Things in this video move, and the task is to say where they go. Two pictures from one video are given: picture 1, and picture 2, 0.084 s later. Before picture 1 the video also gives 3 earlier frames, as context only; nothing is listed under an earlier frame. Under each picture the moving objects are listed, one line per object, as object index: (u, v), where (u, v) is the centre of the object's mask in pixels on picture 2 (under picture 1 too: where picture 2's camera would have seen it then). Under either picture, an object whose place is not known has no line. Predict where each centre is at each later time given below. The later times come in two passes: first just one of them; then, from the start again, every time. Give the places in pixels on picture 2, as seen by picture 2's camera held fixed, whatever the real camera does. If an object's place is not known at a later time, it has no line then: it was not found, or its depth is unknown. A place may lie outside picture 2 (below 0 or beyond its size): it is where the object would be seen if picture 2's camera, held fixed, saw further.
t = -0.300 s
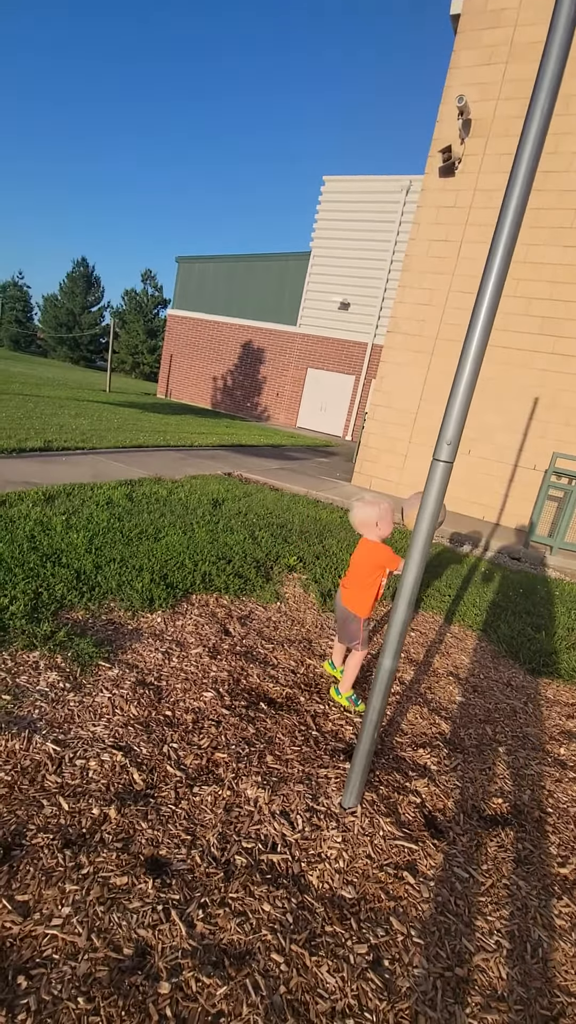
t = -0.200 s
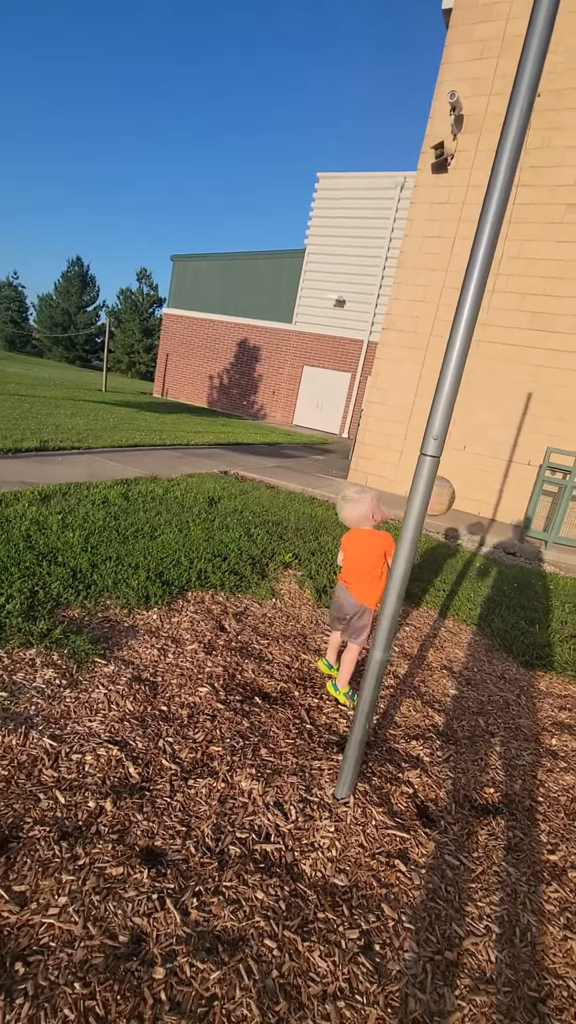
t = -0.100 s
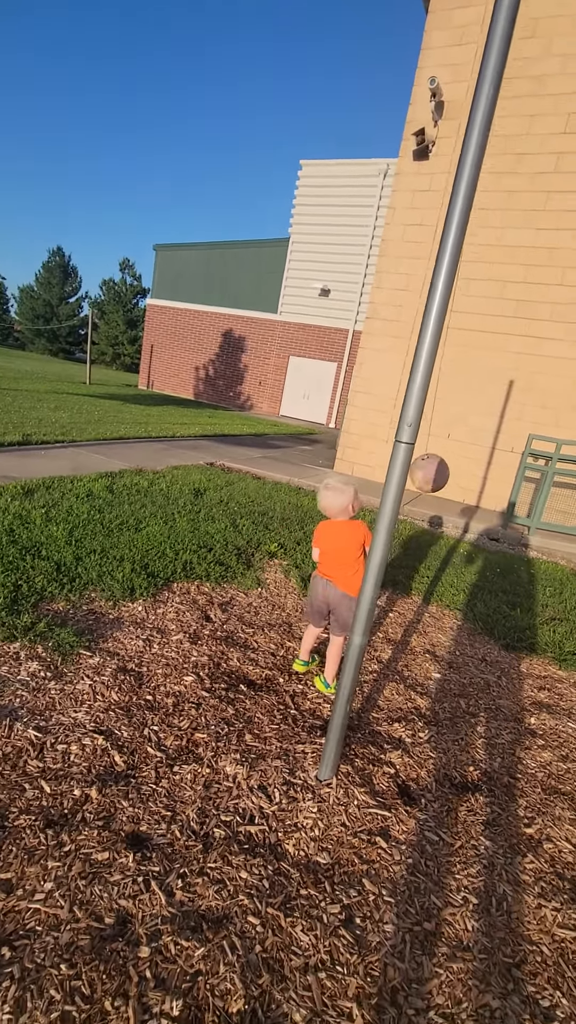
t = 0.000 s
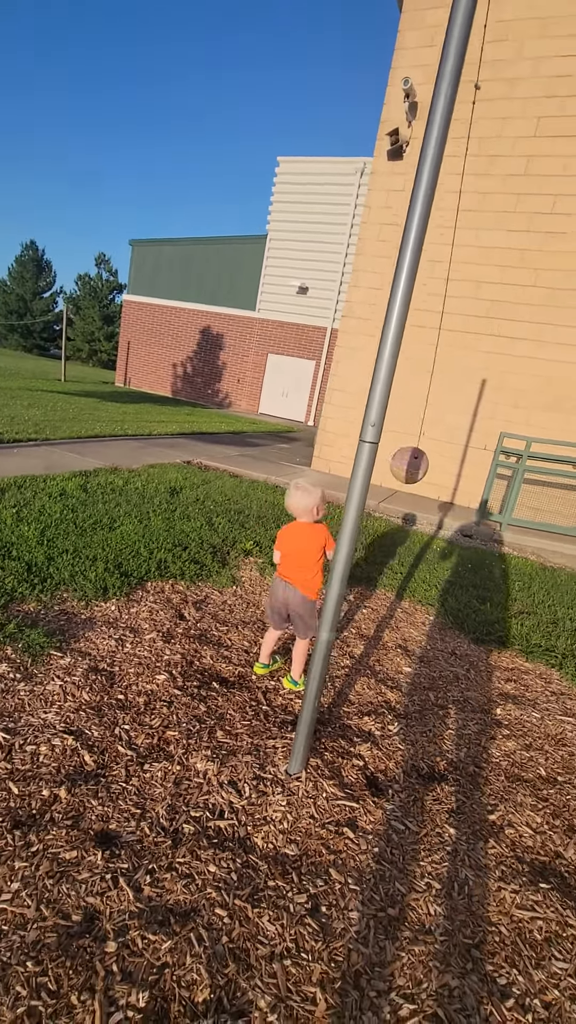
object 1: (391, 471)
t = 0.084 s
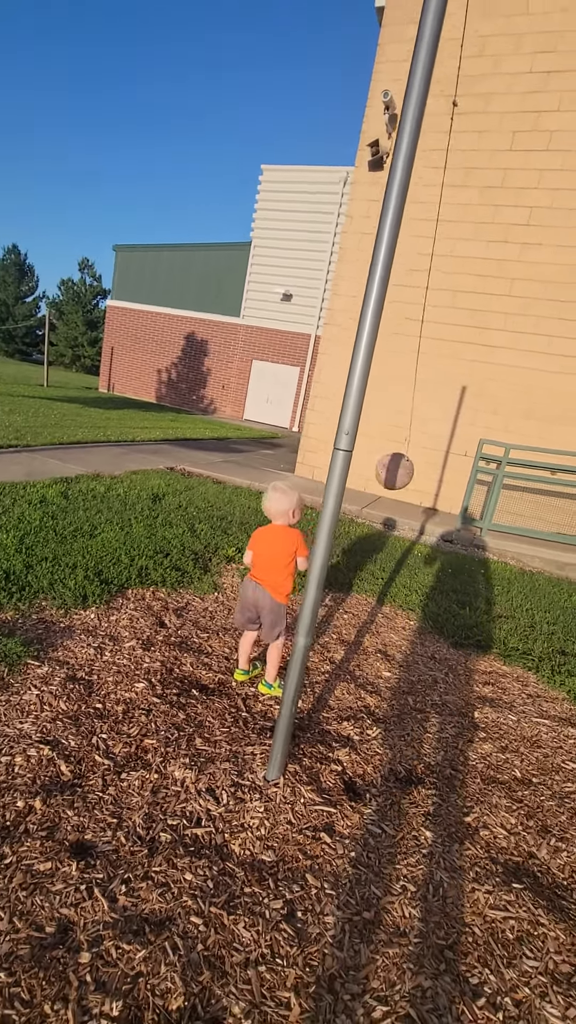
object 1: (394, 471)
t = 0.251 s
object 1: (405, 483)
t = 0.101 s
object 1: (395, 472)
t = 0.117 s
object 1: (397, 473)
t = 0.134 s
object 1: (398, 474)
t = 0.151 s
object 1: (398, 475)
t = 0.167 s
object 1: (400, 476)
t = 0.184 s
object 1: (401, 478)
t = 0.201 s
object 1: (402, 479)
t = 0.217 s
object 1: (403, 480)
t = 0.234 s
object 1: (404, 482)
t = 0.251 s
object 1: (405, 483)
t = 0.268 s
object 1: (404, 484)
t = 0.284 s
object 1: (405, 485)
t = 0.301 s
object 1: (405, 486)
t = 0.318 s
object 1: (404, 488)
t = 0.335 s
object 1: (403, 489)
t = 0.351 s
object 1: (402, 491)
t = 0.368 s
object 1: (401, 492)
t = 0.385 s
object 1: (401, 494)
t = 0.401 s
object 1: (400, 497)
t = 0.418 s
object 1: (399, 501)
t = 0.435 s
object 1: (398, 504)
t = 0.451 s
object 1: (398, 508)
